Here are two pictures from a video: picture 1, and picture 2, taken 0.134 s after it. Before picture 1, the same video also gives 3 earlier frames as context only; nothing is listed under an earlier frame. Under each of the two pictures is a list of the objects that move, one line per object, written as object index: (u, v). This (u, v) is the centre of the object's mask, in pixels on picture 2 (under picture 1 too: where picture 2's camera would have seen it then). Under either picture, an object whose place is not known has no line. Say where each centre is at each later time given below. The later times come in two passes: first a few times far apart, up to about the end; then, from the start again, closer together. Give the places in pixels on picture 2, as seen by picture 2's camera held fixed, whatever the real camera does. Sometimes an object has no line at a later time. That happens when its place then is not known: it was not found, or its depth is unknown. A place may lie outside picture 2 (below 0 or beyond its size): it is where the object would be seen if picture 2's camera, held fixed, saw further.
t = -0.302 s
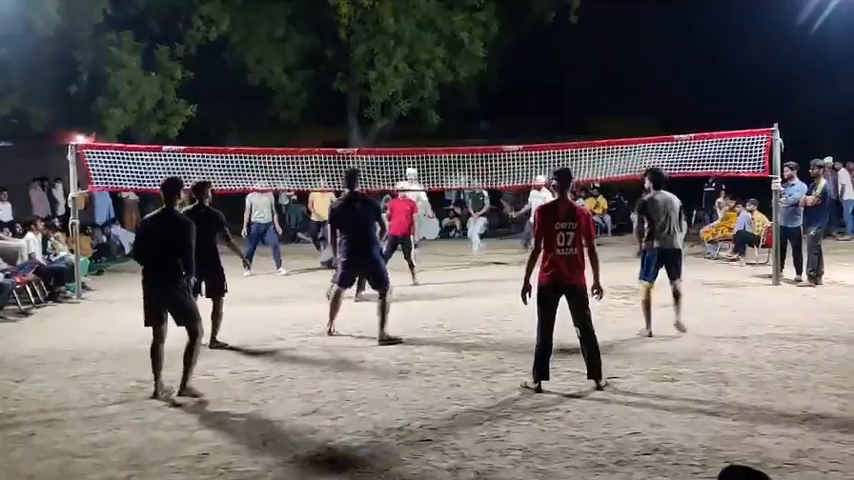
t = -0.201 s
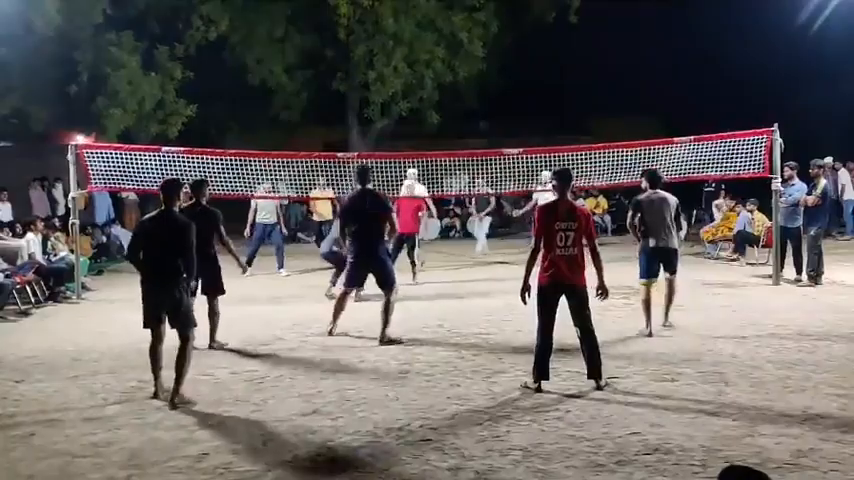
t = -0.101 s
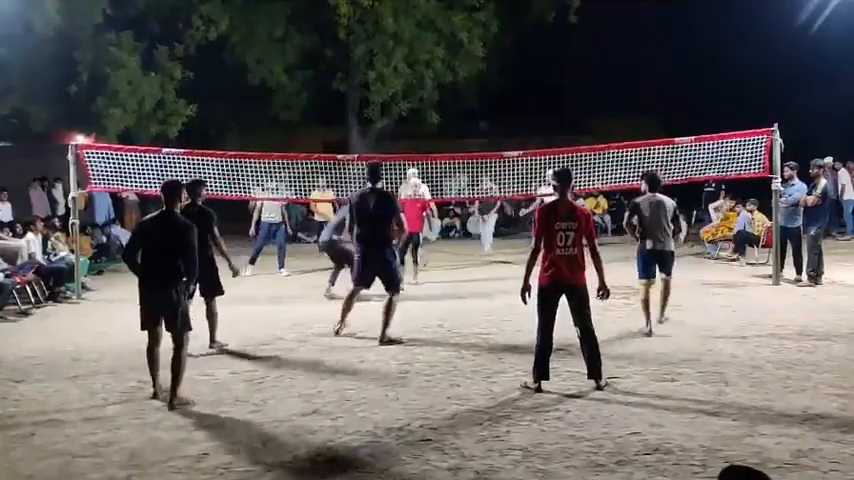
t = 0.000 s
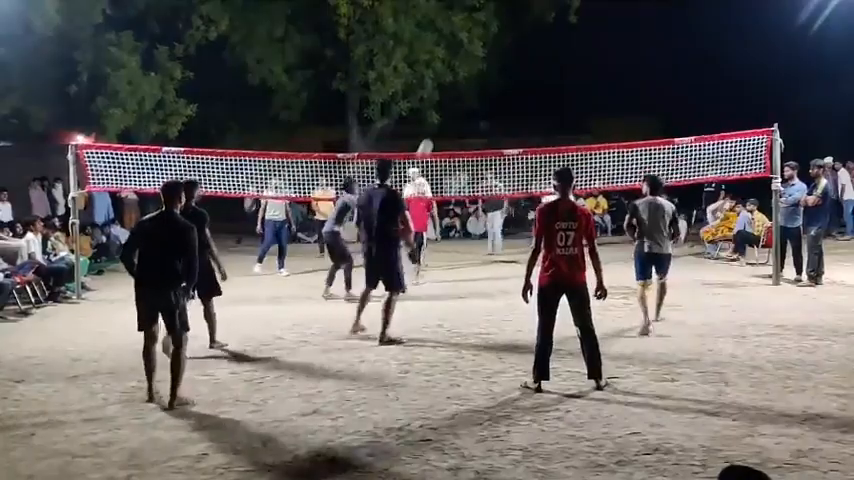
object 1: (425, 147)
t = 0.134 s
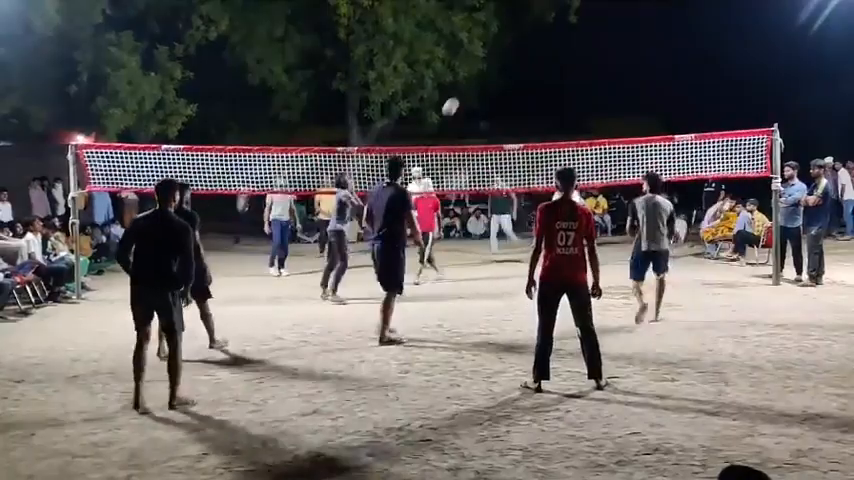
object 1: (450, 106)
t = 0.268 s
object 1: (477, 76)
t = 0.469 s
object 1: (519, 54)
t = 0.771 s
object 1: (587, 77)
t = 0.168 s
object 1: (456, 98)
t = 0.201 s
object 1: (463, 90)
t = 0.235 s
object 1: (470, 83)
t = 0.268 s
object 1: (477, 76)
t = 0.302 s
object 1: (483, 70)
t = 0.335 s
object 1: (491, 65)
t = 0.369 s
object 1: (498, 61)
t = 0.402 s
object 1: (505, 58)
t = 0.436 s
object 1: (512, 55)
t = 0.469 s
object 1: (519, 54)
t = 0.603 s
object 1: (549, 55)
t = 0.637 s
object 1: (557, 58)
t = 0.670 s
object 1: (564, 61)
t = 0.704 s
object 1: (572, 66)
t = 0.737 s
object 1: (580, 71)
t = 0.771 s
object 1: (587, 77)
